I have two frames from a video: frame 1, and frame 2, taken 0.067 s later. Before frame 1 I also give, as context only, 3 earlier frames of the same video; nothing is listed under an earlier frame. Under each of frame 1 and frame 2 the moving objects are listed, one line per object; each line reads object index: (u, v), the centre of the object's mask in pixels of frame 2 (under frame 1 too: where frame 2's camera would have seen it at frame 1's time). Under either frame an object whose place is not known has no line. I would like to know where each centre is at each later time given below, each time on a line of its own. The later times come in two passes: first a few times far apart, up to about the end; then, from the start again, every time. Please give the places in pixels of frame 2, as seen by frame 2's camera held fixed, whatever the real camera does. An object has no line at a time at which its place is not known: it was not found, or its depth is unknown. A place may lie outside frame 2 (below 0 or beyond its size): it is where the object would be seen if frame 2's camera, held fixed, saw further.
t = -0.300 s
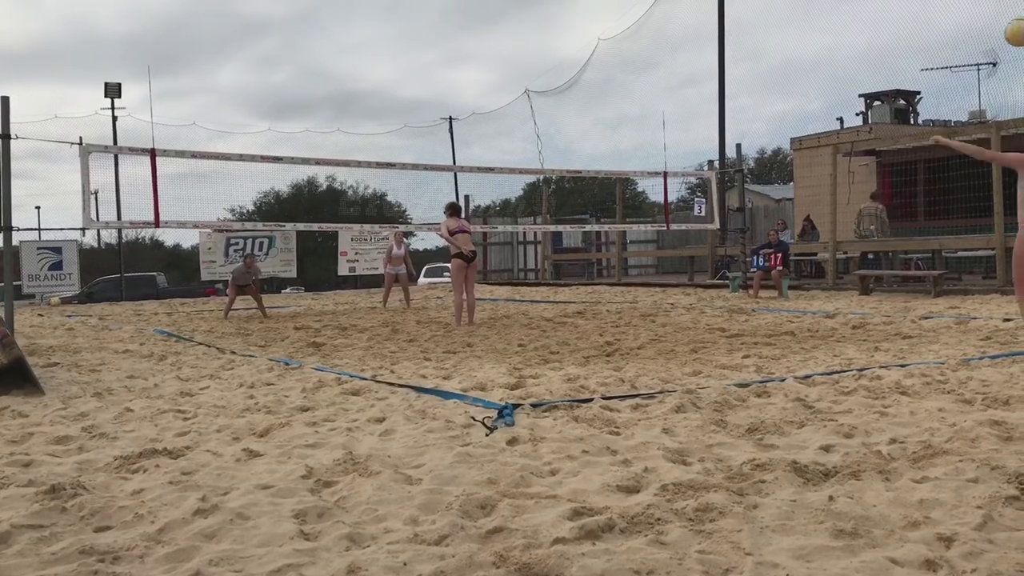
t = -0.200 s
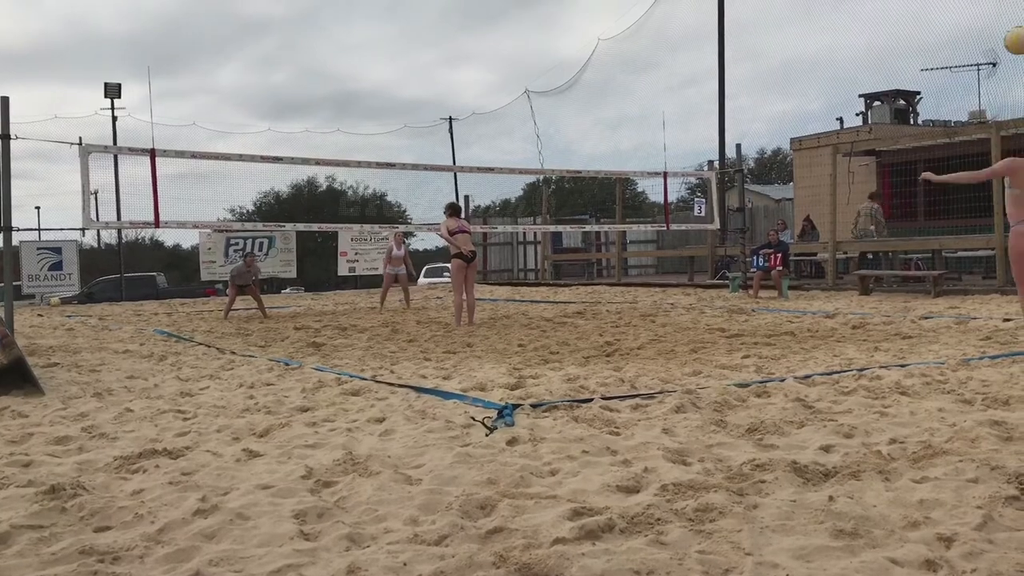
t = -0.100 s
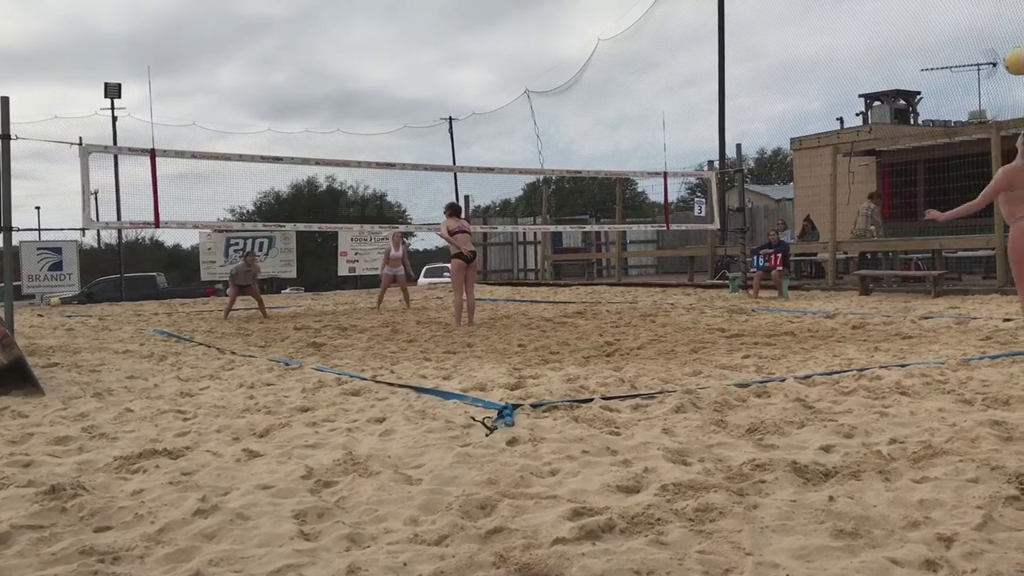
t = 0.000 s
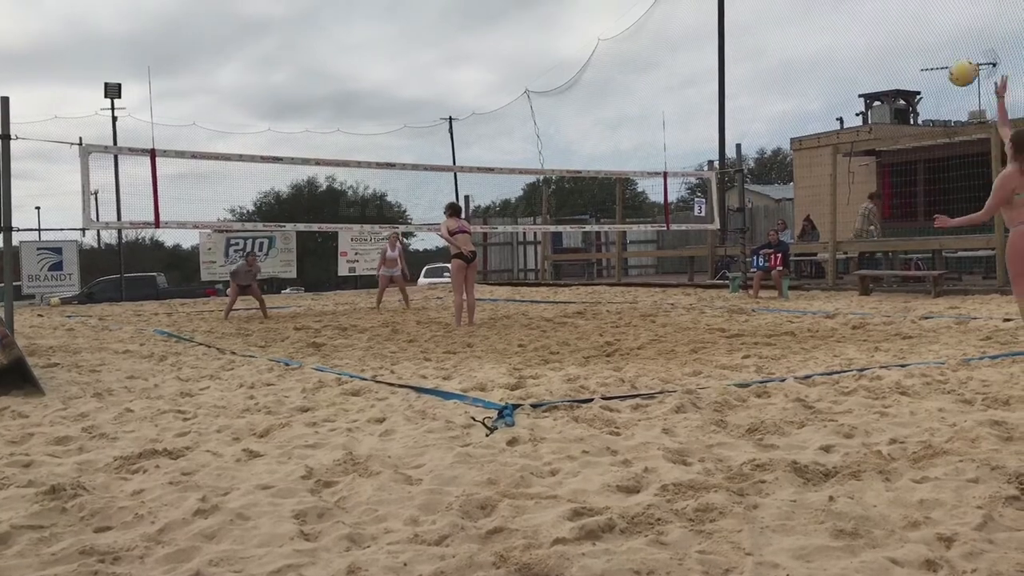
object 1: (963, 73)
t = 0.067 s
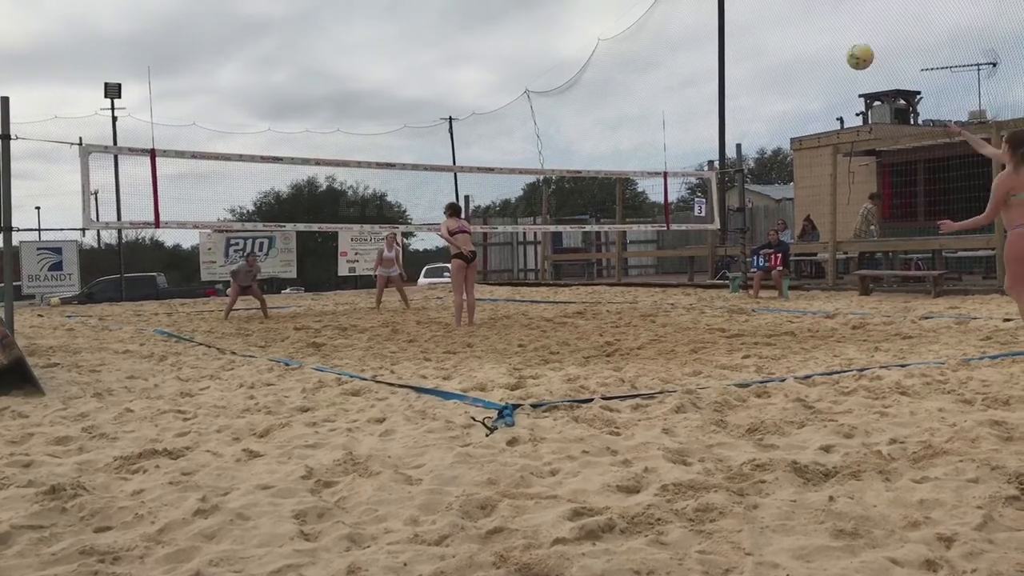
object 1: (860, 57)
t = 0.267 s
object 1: (631, 47)
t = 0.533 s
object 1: (438, 85)
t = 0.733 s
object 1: (339, 133)
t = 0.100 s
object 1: (814, 51)
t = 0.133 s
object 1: (772, 48)
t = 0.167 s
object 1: (733, 46)
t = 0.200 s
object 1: (697, 45)
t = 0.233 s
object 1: (663, 45)
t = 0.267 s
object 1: (631, 47)
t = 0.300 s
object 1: (602, 49)
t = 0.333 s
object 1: (574, 52)
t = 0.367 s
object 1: (548, 56)
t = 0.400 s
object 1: (523, 61)
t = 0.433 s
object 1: (500, 66)
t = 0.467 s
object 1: (478, 72)
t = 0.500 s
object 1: (458, 78)
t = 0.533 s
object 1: (438, 85)
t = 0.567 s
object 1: (419, 92)
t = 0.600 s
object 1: (402, 99)
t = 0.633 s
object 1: (385, 107)
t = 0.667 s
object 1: (369, 115)
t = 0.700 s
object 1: (354, 124)
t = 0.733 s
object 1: (339, 133)
